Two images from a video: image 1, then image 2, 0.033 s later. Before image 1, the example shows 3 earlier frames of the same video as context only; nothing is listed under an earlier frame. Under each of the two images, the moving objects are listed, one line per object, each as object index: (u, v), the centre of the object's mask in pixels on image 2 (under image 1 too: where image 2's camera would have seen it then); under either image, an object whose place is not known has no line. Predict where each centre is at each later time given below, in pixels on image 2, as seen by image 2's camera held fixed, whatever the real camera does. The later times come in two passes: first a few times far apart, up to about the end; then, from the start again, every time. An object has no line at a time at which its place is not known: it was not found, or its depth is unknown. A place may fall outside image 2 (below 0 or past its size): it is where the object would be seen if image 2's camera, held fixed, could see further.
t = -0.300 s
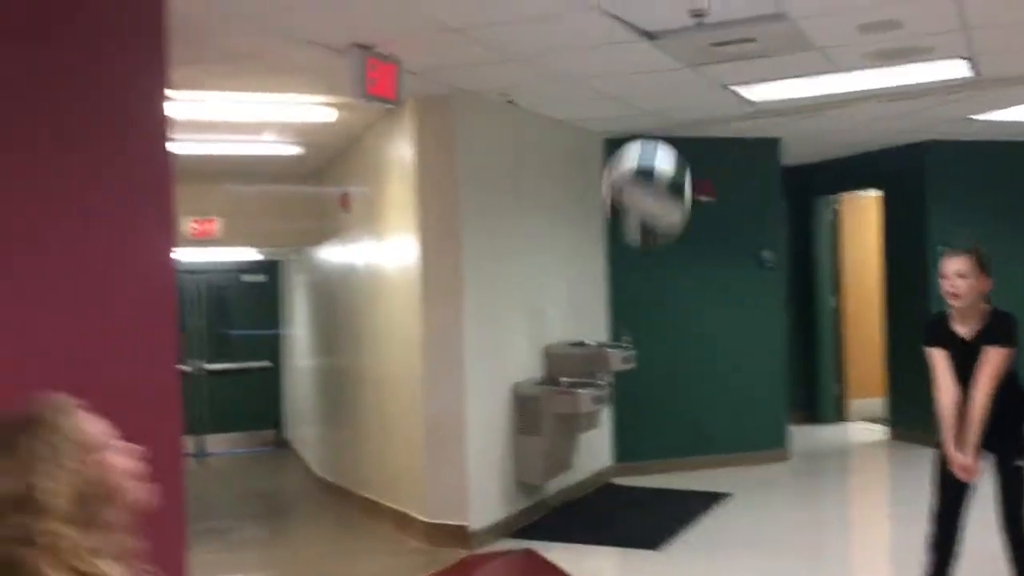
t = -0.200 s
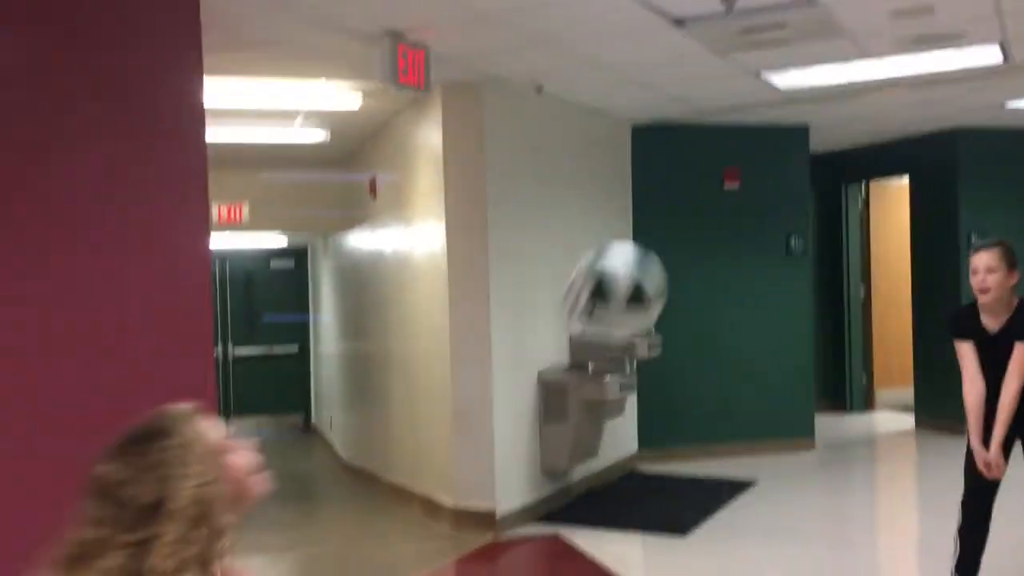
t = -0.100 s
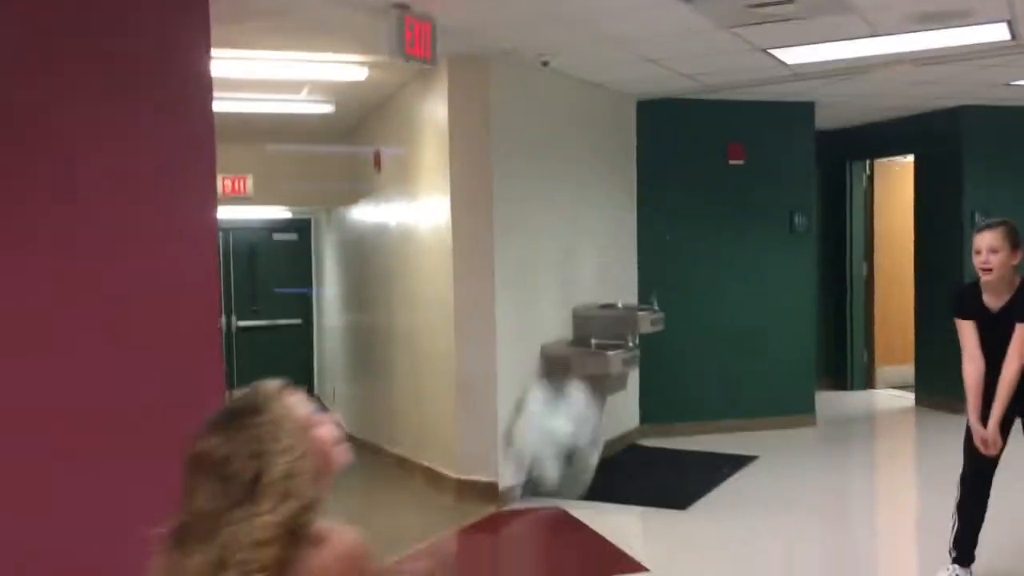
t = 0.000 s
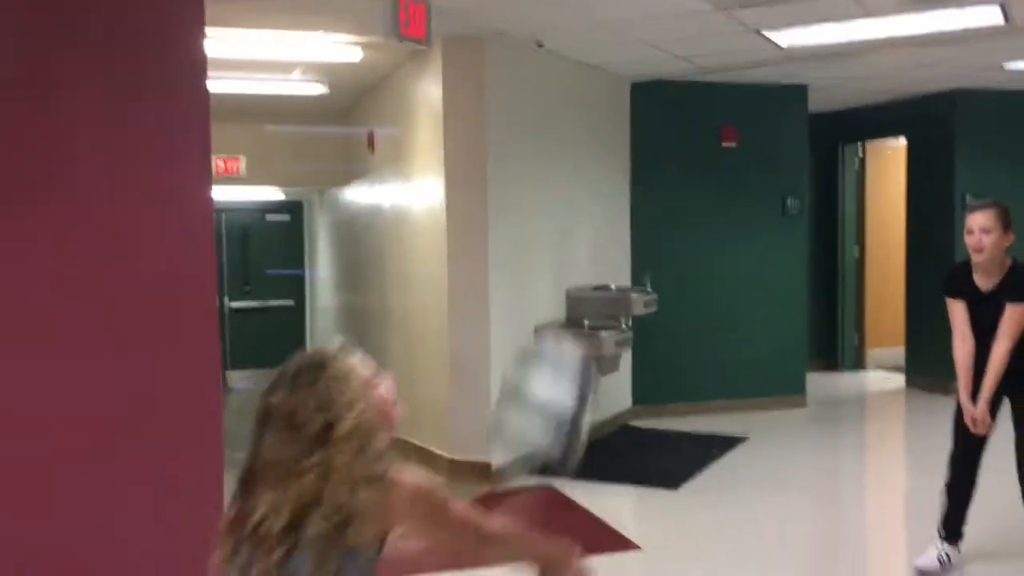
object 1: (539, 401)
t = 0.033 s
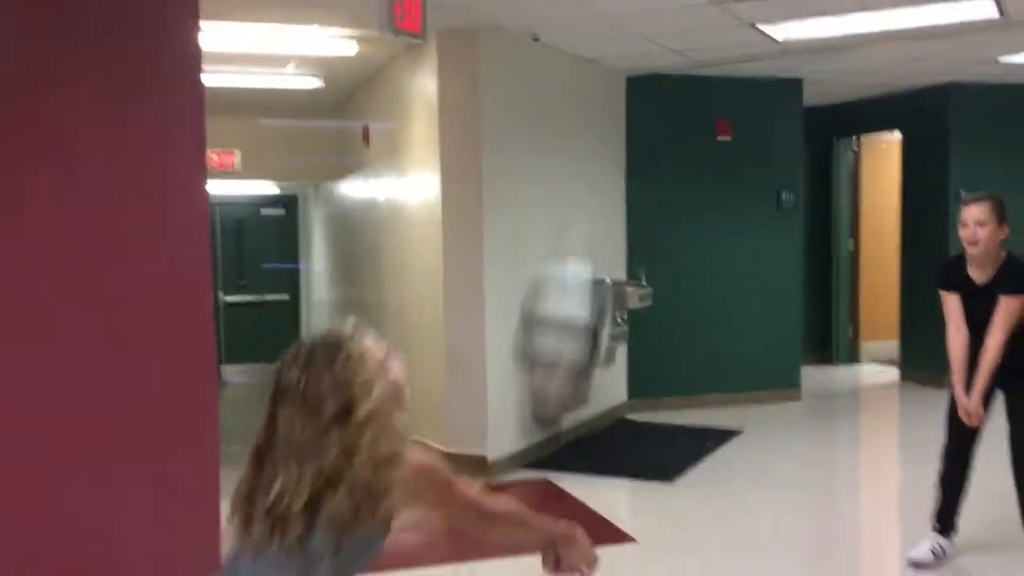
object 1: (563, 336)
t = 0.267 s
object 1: (678, 68)
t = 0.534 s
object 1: (757, 77)
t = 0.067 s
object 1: (587, 262)
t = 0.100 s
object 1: (604, 208)
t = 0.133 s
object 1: (622, 170)
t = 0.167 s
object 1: (638, 135)
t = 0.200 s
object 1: (653, 108)
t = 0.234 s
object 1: (665, 86)
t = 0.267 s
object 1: (678, 68)
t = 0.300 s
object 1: (690, 56)
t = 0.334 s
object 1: (701, 48)
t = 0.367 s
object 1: (712, 45)
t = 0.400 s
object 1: (722, 45)
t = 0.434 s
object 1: (732, 49)
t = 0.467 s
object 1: (741, 56)
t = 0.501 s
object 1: (750, 64)
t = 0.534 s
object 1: (757, 77)
